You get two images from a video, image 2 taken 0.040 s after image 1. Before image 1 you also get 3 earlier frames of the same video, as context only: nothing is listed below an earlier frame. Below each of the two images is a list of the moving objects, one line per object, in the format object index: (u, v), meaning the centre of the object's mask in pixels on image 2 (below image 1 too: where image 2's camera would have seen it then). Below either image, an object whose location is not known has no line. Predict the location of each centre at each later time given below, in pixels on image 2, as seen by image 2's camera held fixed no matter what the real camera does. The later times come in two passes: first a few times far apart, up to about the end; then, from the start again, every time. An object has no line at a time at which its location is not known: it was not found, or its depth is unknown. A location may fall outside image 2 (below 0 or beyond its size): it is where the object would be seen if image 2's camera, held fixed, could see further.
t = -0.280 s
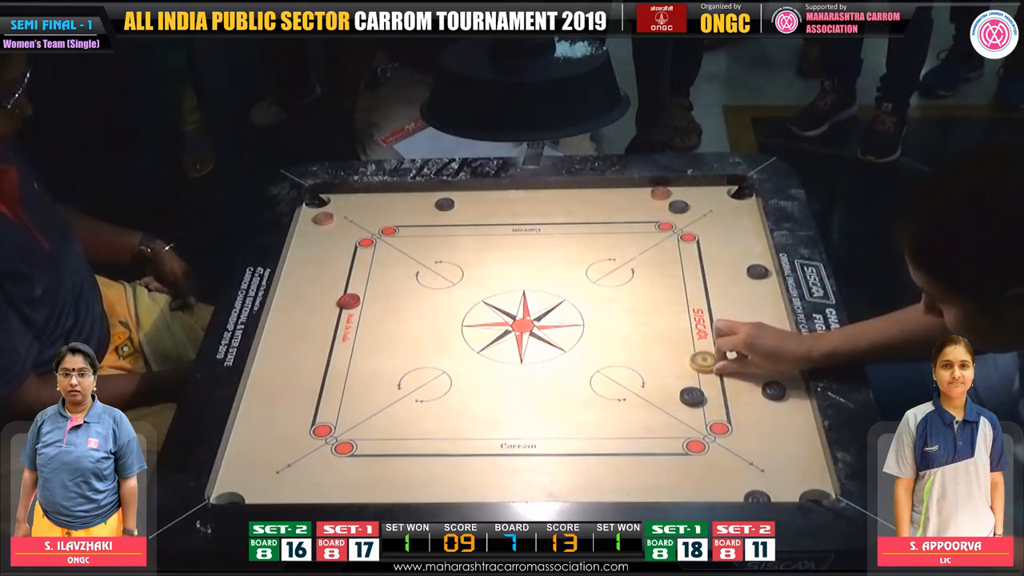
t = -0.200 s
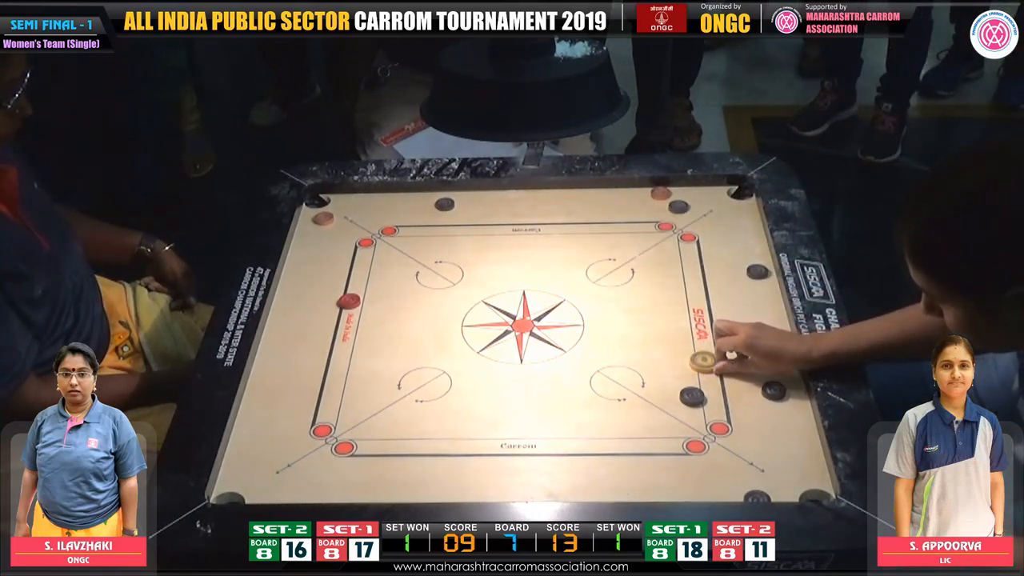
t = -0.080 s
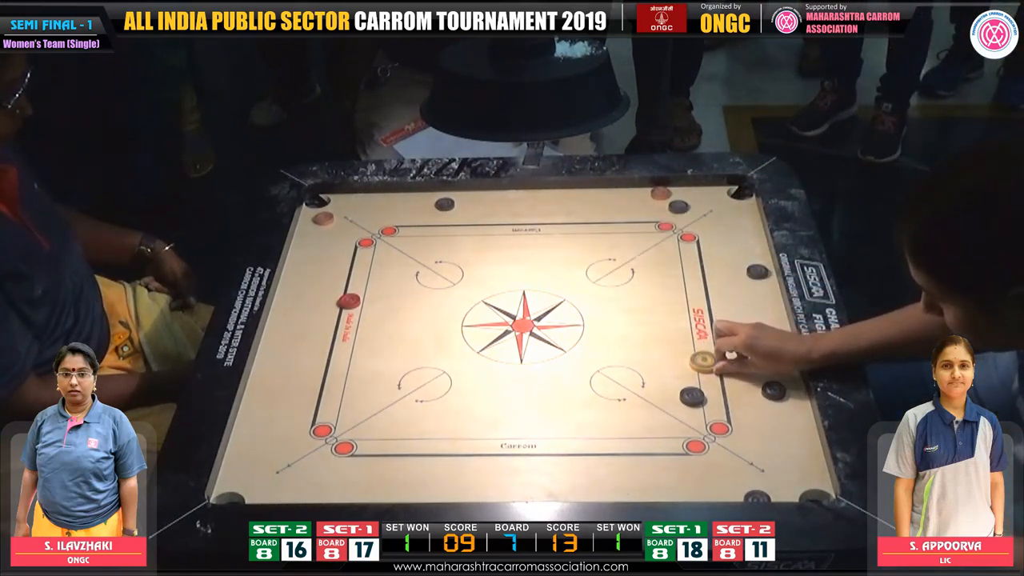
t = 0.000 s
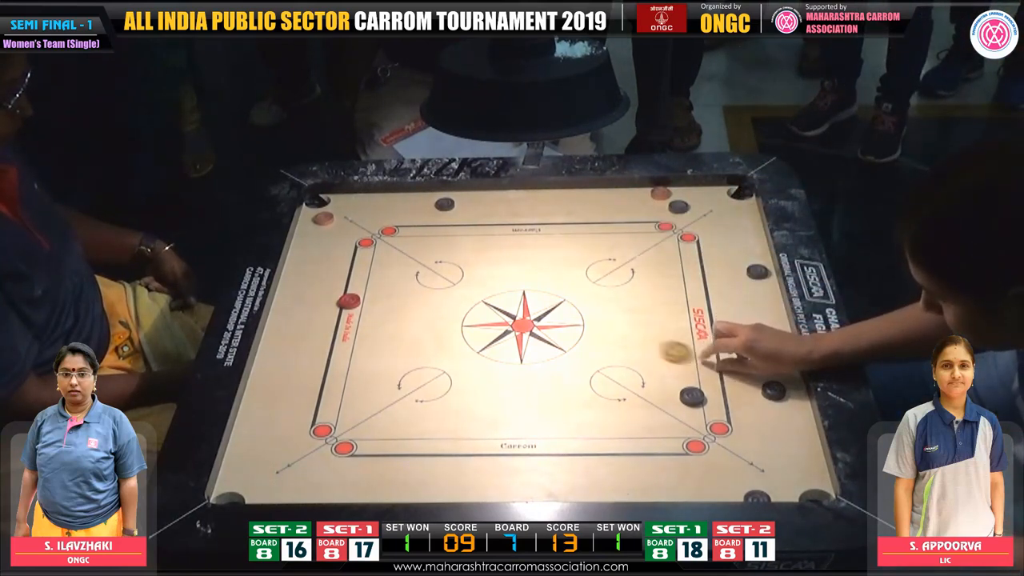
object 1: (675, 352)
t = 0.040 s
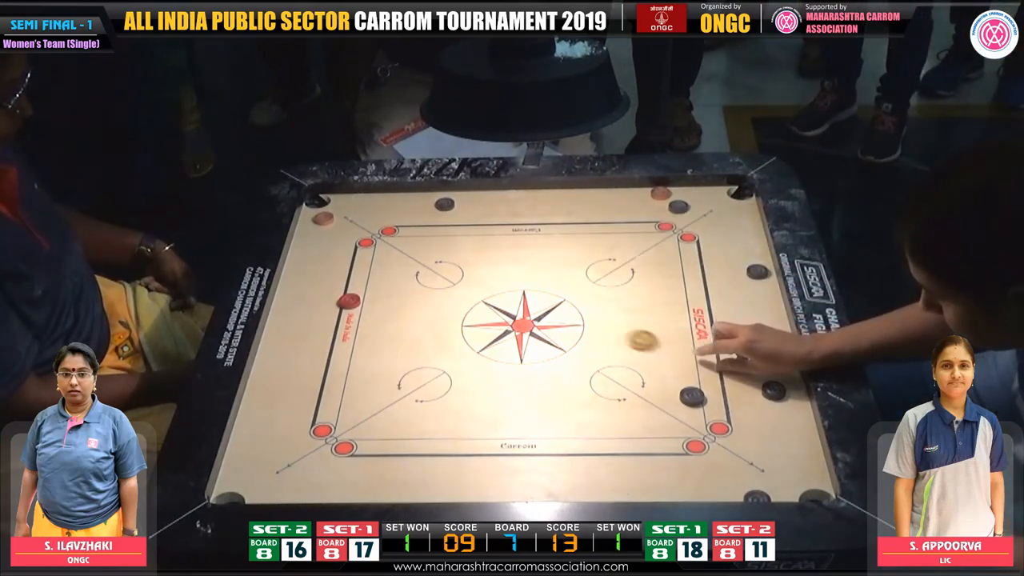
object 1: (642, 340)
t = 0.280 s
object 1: (476, 281)
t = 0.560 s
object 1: (341, 232)
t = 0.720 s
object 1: (314, 224)
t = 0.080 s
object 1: (610, 329)
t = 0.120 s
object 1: (580, 318)
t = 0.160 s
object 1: (551, 308)
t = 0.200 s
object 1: (525, 298)
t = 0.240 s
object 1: (499, 289)
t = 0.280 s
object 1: (476, 281)
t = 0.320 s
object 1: (453, 273)
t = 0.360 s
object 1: (431, 265)
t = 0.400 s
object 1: (411, 258)
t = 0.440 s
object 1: (393, 251)
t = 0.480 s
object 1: (373, 244)
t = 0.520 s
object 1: (357, 238)
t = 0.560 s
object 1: (341, 232)
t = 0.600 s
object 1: (327, 228)
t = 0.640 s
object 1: (317, 226)
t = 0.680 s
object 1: (309, 225)
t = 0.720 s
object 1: (314, 224)
